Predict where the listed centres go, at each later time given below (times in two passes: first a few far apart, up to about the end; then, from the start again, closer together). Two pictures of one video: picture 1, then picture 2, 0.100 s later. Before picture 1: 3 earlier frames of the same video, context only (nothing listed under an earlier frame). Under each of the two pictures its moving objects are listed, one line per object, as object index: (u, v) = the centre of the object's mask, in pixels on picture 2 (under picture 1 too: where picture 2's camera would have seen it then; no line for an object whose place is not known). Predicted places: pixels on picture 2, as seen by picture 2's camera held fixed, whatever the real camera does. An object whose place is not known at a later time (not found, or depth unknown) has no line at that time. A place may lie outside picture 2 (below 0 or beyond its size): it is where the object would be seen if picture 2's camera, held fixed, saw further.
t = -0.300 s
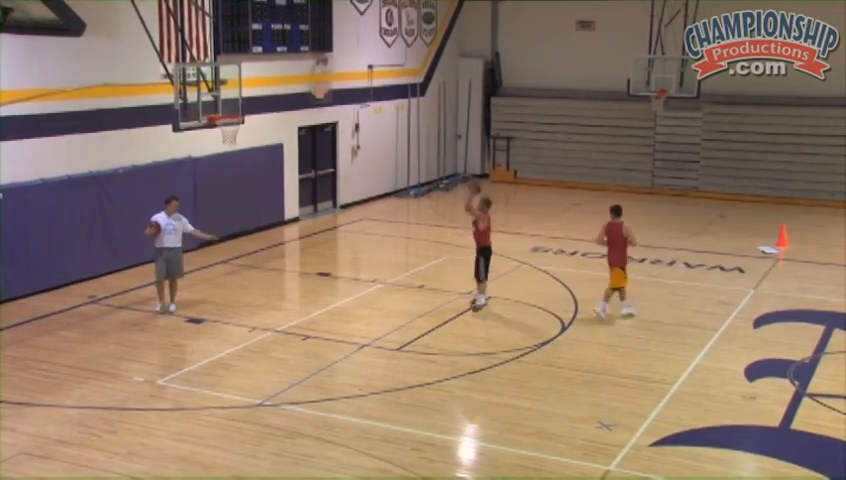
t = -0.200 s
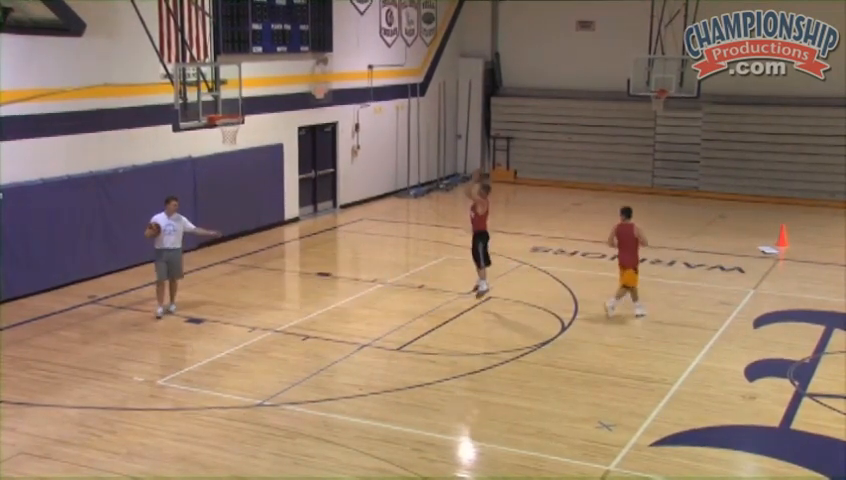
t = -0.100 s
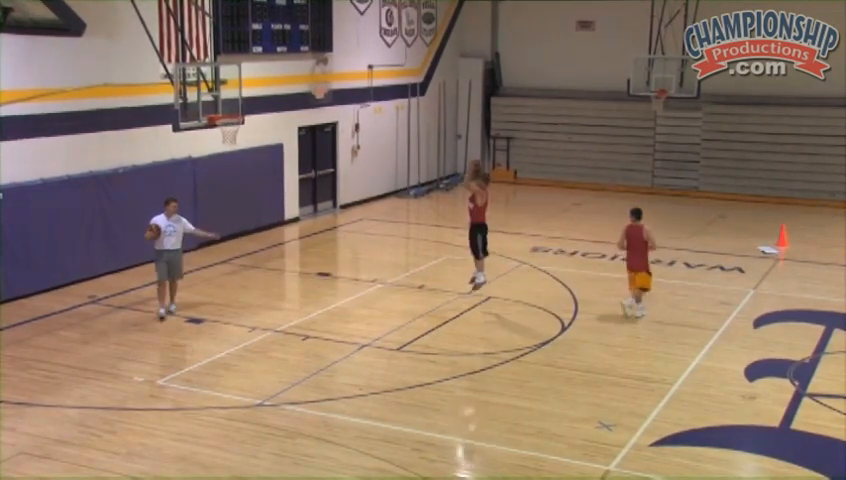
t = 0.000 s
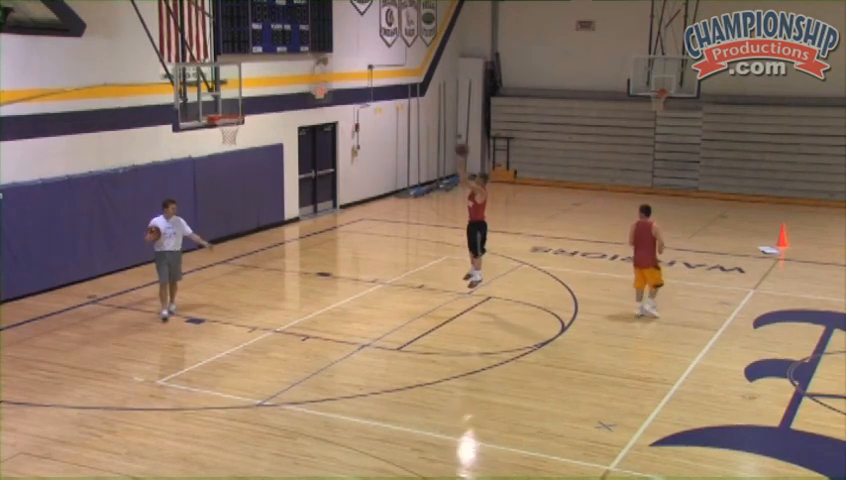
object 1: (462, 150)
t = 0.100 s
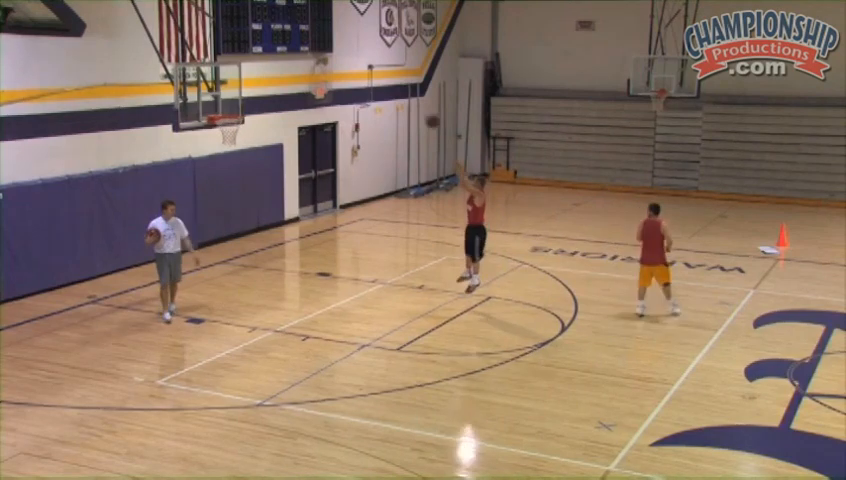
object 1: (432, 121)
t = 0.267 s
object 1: (384, 85)
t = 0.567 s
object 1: (300, 71)
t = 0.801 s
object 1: (239, 94)
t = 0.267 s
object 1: (384, 85)
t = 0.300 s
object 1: (375, 82)
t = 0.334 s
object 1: (365, 79)
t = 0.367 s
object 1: (355, 76)
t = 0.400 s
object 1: (346, 73)
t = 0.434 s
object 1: (336, 71)
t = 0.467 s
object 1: (327, 71)
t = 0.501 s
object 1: (318, 70)
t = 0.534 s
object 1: (309, 70)
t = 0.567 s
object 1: (300, 71)
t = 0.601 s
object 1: (291, 72)
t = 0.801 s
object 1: (239, 94)
